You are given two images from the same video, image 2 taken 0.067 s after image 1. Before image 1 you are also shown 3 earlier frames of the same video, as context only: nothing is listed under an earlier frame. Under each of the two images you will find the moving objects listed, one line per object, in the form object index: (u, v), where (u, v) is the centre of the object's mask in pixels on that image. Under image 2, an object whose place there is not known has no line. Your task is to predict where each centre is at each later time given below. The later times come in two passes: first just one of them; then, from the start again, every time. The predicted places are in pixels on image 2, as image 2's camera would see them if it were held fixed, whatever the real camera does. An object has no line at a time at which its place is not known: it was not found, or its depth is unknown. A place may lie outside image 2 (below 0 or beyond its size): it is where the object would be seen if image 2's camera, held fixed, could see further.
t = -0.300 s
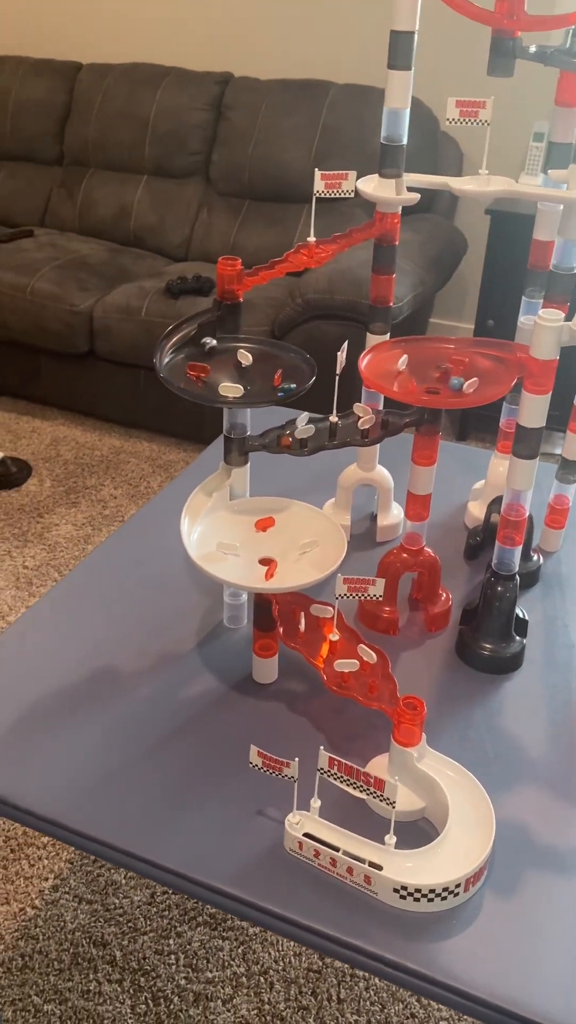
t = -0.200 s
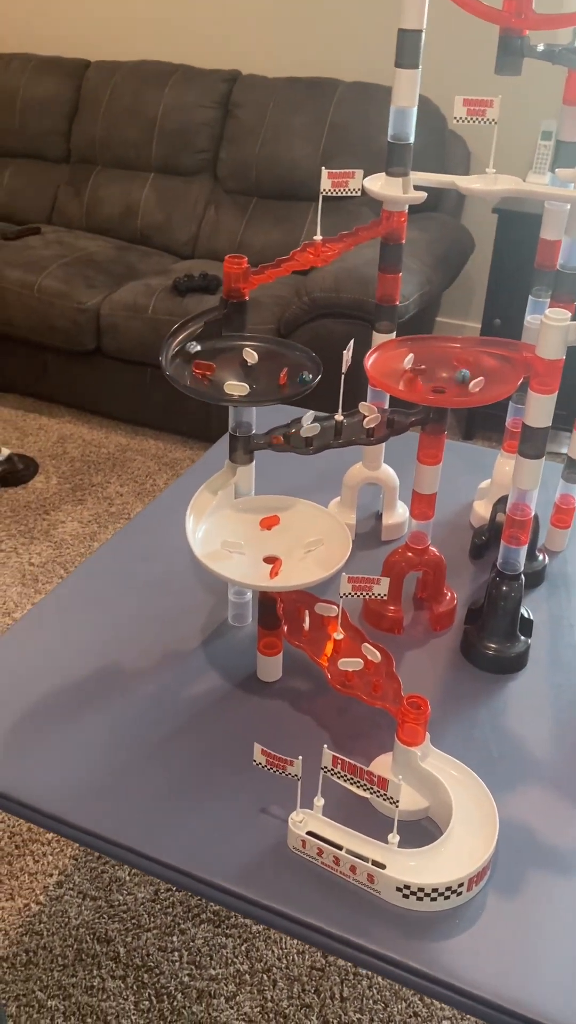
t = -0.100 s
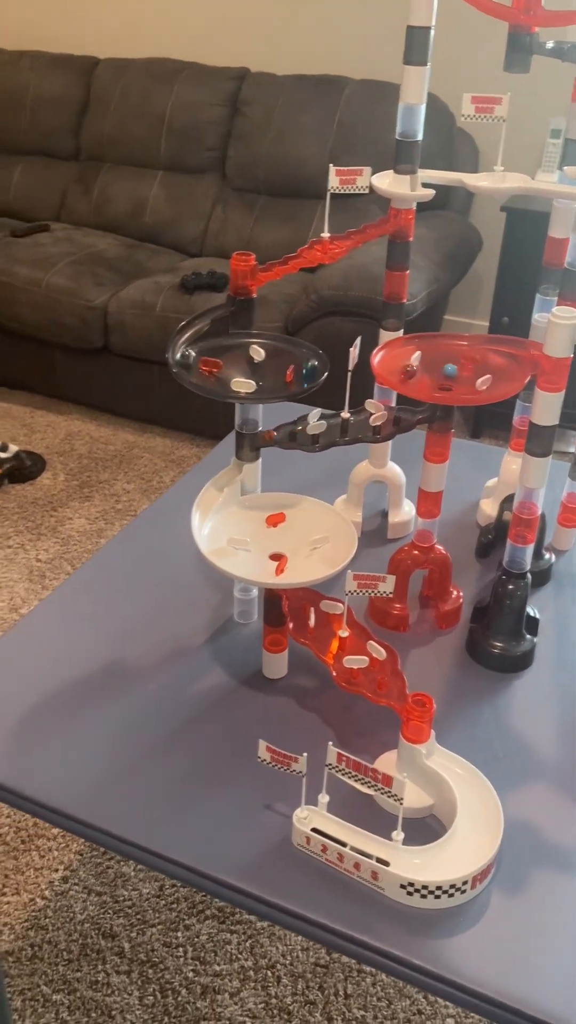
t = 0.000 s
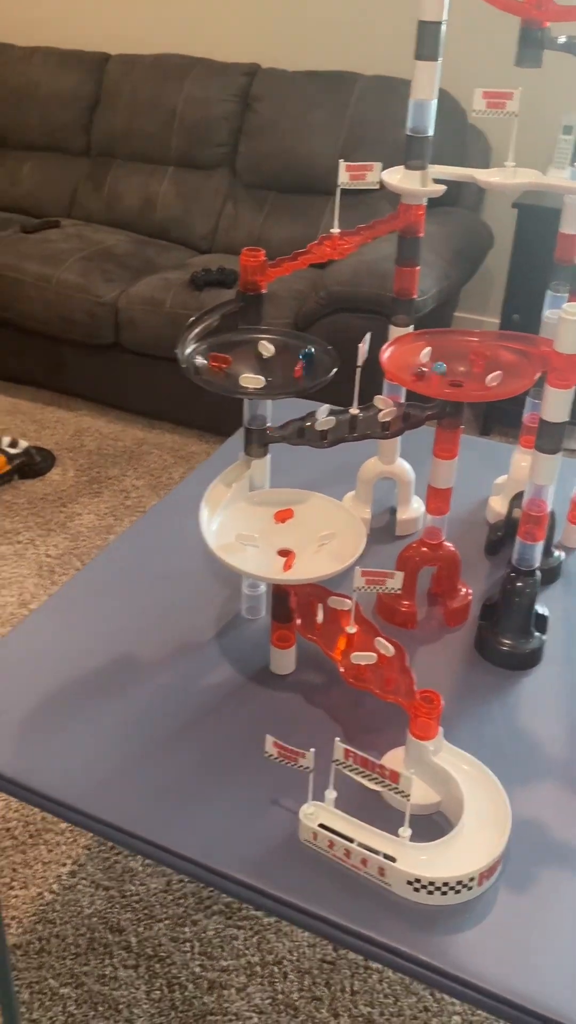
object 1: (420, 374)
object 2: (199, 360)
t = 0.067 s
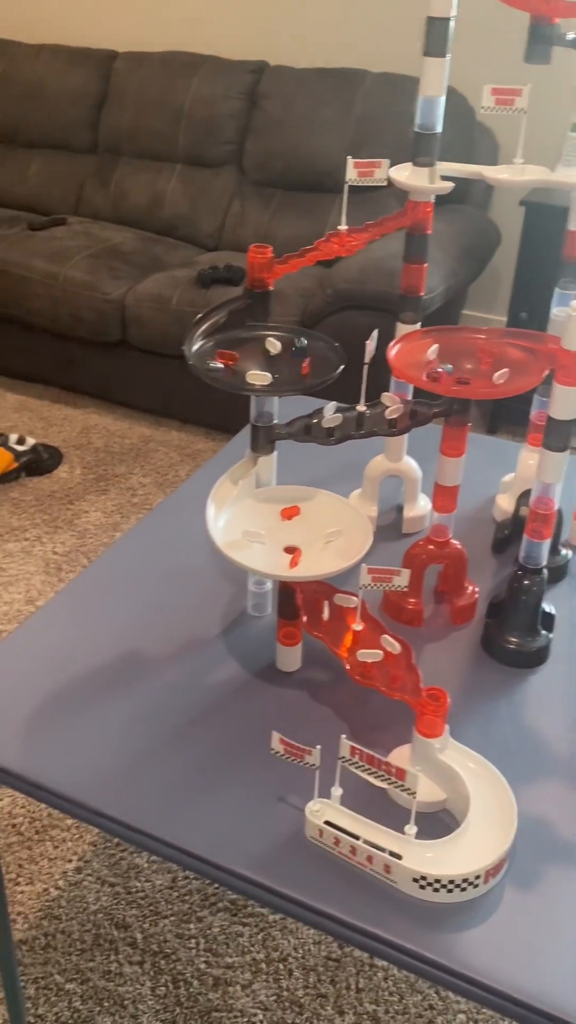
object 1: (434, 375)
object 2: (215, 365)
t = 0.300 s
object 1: (433, 371)
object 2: (285, 378)
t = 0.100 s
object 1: (434, 374)
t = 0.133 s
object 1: (435, 374)
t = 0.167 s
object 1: (434, 374)
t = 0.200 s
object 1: (435, 374)
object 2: (253, 378)
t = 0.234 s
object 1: (435, 374)
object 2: (259, 378)
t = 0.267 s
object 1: (434, 373)
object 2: (275, 379)
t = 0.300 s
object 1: (433, 371)
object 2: (285, 378)
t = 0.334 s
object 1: (434, 370)
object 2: (297, 378)
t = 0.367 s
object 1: (436, 371)
